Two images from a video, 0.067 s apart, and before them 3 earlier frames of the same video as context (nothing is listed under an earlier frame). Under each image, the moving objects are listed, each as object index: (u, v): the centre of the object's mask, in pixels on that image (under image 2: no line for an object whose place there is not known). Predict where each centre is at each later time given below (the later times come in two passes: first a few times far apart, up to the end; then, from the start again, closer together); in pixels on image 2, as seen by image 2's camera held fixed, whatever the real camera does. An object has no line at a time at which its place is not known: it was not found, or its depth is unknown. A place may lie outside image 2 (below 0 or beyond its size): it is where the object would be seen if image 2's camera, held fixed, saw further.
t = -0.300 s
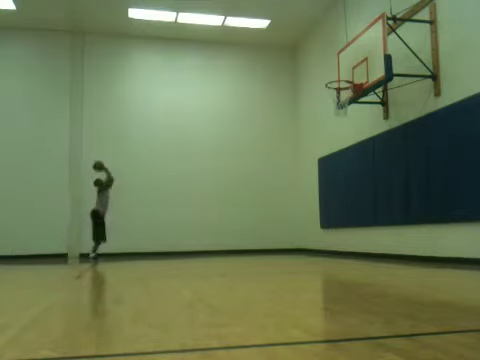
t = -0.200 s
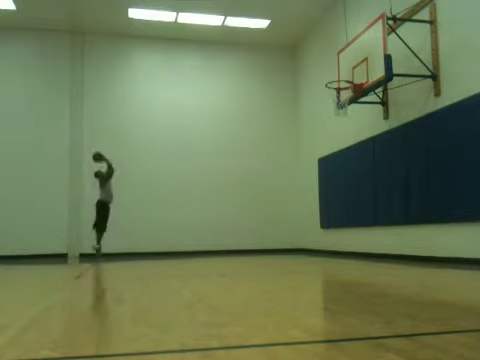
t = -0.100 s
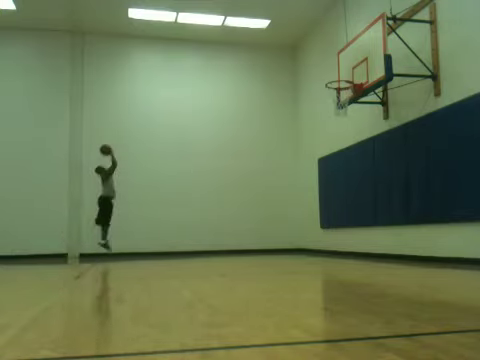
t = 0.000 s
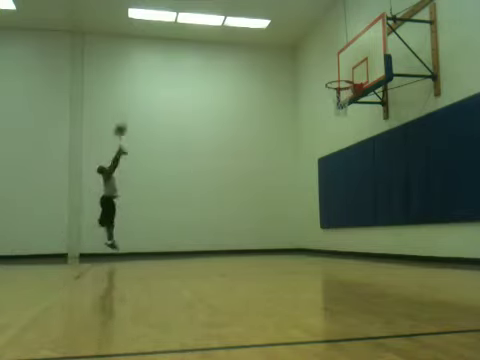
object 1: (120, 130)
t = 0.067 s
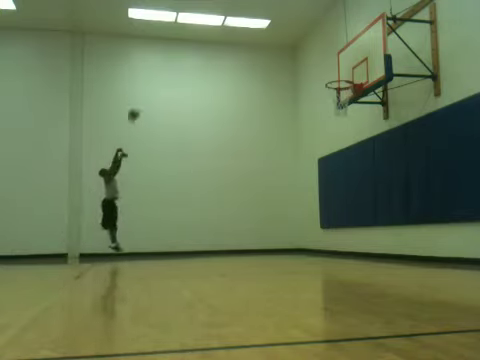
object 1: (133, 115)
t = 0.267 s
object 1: (173, 79)
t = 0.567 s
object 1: (240, 55)
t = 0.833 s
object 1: (308, 68)
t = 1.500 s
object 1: (352, 231)
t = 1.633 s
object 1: (345, 233)
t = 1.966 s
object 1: (310, 157)
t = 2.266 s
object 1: (281, 147)
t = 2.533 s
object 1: (257, 183)
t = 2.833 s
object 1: (231, 246)
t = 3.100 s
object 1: (207, 197)
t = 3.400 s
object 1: (182, 193)
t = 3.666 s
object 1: (160, 236)
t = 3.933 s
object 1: (139, 231)
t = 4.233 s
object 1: (115, 223)
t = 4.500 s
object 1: (93, 260)
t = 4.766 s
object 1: (73, 237)
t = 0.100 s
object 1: (139, 108)
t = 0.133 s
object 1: (146, 102)
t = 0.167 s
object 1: (152, 95)
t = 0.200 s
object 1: (159, 89)
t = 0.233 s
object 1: (166, 84)
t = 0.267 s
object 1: (173, 79)
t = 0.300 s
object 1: (180, 74)
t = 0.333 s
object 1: (187, 70)
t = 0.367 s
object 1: (194, 67)
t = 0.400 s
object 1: (201, 64)
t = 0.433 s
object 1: (209, 61)
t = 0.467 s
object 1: (216, 58)
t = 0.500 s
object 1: (224, 57)
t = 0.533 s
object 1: (231, 55)
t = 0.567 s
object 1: (240, 55)
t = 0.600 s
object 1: (247, 55)
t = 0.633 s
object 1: (255, 55)
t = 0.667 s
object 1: (264, 55)
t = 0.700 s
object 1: (272, 57)
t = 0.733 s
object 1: (281, 58)
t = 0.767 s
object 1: (290, 61)
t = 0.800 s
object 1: (299, 64)
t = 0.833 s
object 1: (308, 68)
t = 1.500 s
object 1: (352, 231)
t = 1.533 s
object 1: (352, 243)
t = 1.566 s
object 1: (352, 254)
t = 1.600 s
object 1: (349, 243)
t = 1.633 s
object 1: (345, 233)
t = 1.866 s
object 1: (316, 174)
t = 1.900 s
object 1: (314, 167)
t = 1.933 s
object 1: (312, 162)
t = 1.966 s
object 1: (310, 157)
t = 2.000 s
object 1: (307, 154)
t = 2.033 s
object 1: (304, 151)
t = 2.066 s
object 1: (300, 148)
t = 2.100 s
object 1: (297, 146)
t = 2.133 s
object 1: (294, 145)
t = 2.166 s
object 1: (291, 145)
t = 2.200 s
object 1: (288, 145)
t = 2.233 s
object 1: (284, 146)
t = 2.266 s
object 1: (281, 147)
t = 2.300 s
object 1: (278, 149)
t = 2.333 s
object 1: (275, 152)
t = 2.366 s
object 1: (272, 155)
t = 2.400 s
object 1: (269, 160)
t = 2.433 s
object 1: (266, 165)
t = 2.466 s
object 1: (263, 170)
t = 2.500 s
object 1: (260, 176)
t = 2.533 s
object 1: (257, 183)
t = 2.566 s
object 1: (254, 190)
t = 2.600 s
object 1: (251, 200)
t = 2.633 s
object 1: (248, 209)
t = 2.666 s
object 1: (245, 218)
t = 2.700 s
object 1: (242, 228)
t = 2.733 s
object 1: (239, 239)
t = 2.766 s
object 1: (237, 251)
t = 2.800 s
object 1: (233, 255)
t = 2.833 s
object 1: (231, 246)
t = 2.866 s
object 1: (227, 238)
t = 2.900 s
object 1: (225, 230)
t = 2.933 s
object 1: (222, 222)
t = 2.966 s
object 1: (219, 216)
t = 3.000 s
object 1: (216, 210)
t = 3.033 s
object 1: (213, 205)
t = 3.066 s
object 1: (210, 201)
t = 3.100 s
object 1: (207, 197)
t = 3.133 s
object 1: (205, 194)
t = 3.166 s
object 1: (202, 191)
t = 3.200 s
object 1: (199, 190)
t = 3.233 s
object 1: (196, 189)
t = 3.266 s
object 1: (194, 189)
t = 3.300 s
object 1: (191, 188)
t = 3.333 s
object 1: (188, 189)
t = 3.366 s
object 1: (185, 191)
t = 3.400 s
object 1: (182, 193)
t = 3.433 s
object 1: (180, 196)
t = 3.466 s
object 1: (177, 200)
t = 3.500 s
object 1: (174, 204)
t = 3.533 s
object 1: (171, 209)
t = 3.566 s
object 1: (169, 215)
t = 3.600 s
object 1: (166, 221)
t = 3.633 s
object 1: (163, 228)
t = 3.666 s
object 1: (160, 236)
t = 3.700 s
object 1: (157, 245)
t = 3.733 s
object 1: (155, 253)
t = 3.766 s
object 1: (153, 257)
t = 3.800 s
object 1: (150, 251)
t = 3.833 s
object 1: (147, 245)
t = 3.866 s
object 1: (144, 239)
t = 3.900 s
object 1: (141, 234)
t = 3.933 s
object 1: (139, 231)
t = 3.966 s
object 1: (136, 227)
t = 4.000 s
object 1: (133, 224)
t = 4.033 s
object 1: (131, 222)
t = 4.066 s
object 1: (128, 220)
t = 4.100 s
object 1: (126, 220)
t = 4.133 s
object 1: (123, 219)
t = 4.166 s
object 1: (120, 220)
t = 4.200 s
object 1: (117, 221)
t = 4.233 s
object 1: (115, 223)
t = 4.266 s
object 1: (112, 225)
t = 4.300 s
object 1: (110, 229)
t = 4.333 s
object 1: (107, 233)
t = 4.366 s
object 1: (104, 237)
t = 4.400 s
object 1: (102, 243)
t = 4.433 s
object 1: (99, 248)
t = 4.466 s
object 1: (96, 255)
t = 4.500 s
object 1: (93, 260)
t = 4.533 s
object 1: (91, 256)
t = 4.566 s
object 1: (88, 253)
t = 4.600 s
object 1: (85, 247)
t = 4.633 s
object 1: (83, 244)
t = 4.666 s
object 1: (80, 241)
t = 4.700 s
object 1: (78, 239)
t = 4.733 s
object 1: (75, 238)
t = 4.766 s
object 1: (73, 237)
